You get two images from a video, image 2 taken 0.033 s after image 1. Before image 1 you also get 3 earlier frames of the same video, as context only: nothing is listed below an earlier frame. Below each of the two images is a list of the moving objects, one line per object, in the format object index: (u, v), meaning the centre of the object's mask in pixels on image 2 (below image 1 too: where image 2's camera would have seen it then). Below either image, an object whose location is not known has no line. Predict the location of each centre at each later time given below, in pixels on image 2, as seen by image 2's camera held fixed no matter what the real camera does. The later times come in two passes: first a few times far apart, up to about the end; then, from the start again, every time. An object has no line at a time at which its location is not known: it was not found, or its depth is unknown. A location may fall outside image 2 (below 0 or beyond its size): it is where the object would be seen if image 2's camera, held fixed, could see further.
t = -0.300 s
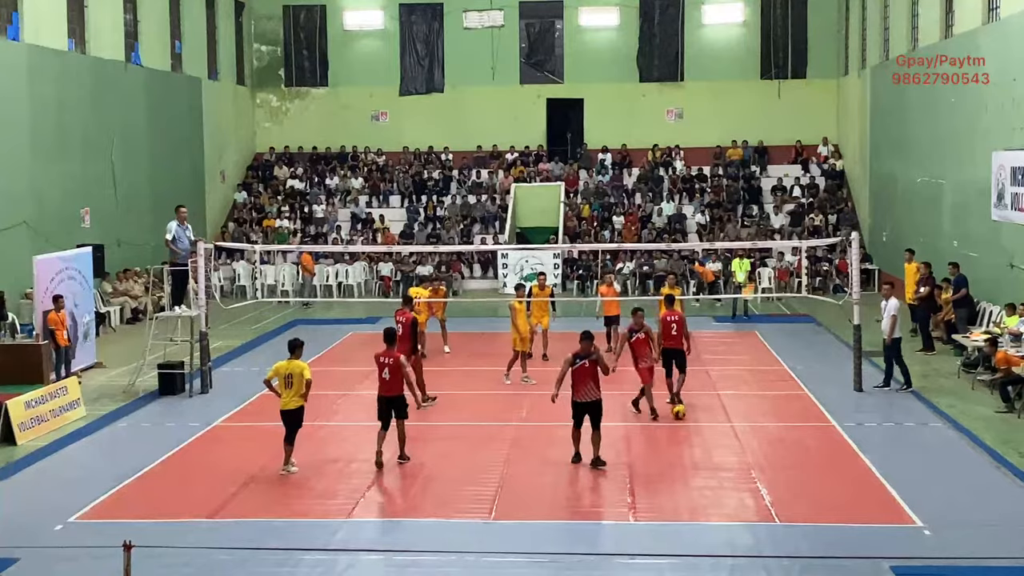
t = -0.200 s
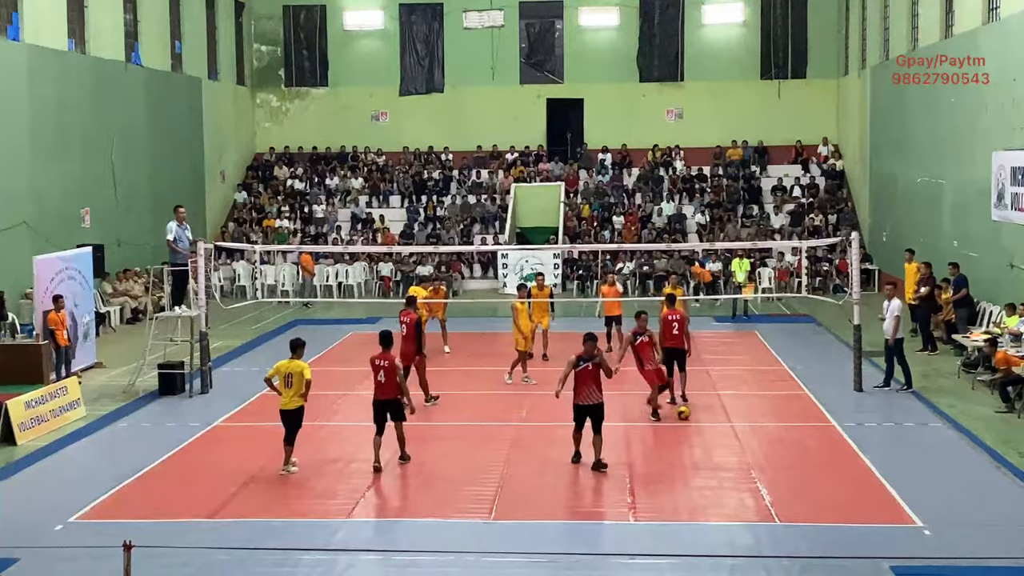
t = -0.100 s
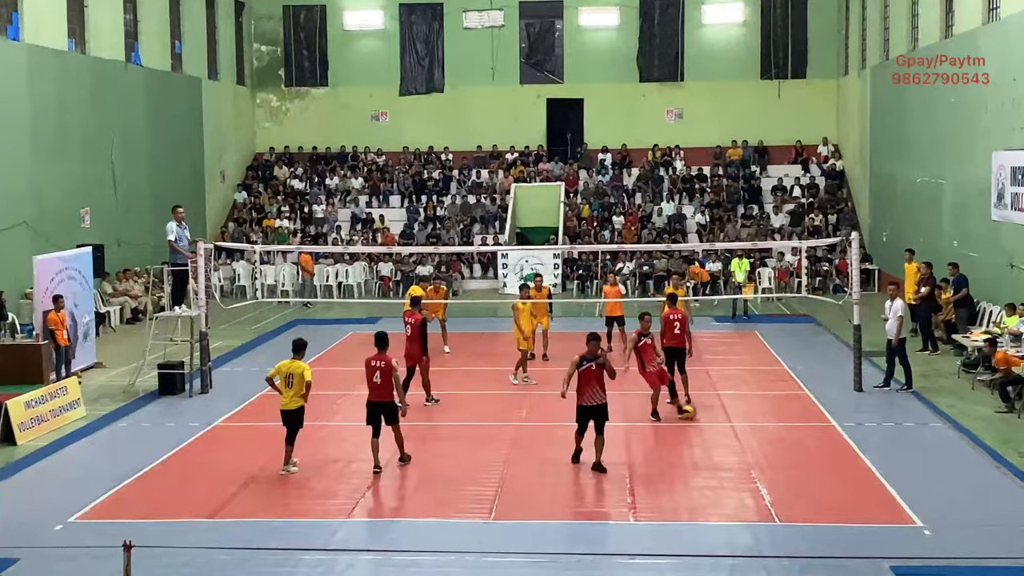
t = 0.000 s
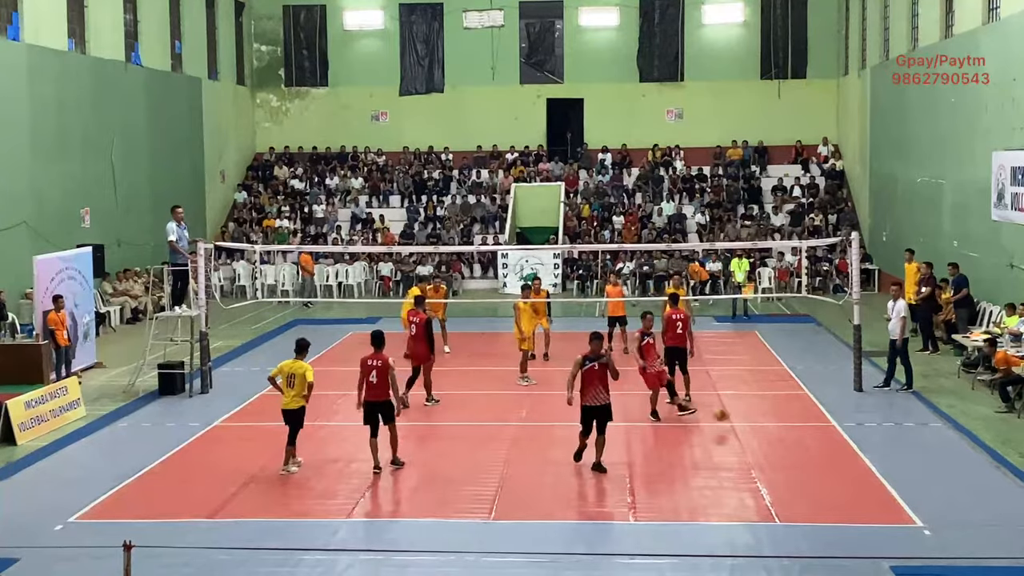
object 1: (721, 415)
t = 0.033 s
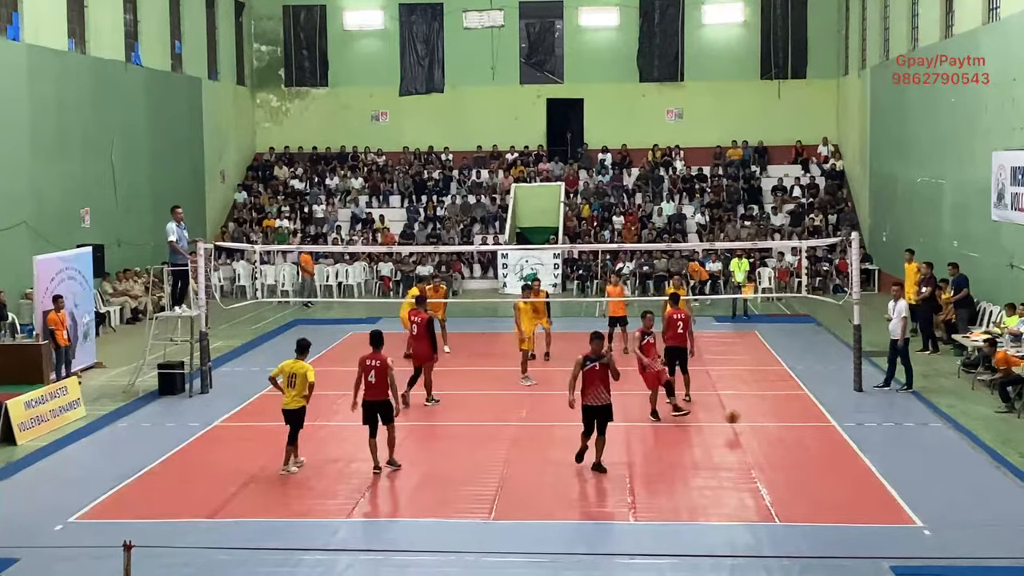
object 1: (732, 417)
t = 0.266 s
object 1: (809, 447)
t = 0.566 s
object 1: (901, 479)
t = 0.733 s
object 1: (946, 497)
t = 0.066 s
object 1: (744, 420)
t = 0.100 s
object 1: (755, 425)
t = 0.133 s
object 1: (766, 430)
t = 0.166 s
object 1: (777, 436)
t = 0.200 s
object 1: (788, 443)
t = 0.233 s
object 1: (800, 447)
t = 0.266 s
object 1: (809, 447)
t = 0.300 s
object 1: (819, 448)
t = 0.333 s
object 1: (828, 449)
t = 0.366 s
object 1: (838, 453)
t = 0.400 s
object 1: (850, 457)
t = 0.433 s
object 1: (860, 461)
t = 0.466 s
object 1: (870, 466)
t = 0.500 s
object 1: (882, 475)
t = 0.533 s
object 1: (892, 478)
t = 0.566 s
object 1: (901, 479)
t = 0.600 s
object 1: (909, 480)
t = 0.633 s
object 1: (918, 484)
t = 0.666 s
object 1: (927, 486)
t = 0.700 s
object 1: (937, 491)
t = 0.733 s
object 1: (946, 497)
